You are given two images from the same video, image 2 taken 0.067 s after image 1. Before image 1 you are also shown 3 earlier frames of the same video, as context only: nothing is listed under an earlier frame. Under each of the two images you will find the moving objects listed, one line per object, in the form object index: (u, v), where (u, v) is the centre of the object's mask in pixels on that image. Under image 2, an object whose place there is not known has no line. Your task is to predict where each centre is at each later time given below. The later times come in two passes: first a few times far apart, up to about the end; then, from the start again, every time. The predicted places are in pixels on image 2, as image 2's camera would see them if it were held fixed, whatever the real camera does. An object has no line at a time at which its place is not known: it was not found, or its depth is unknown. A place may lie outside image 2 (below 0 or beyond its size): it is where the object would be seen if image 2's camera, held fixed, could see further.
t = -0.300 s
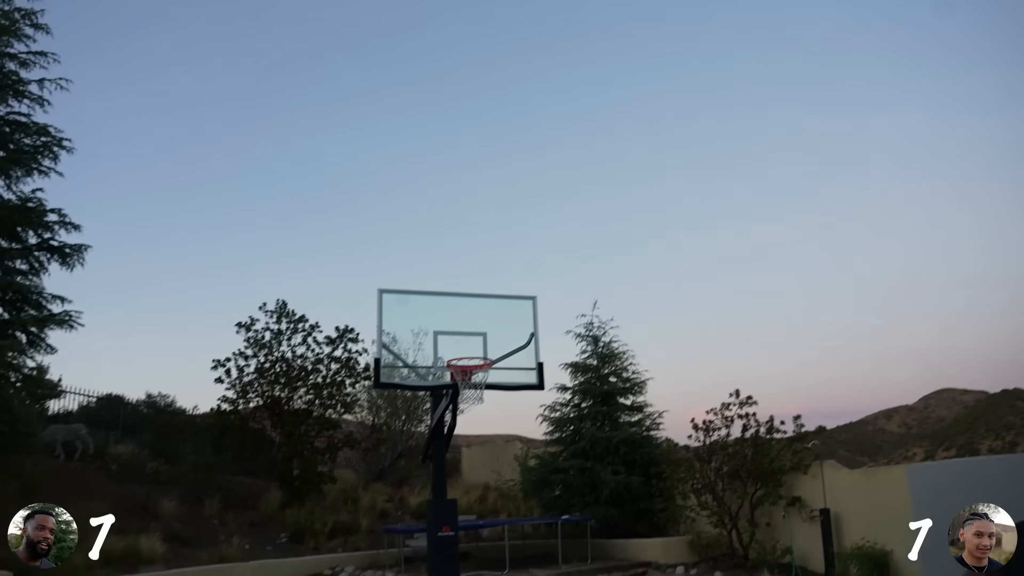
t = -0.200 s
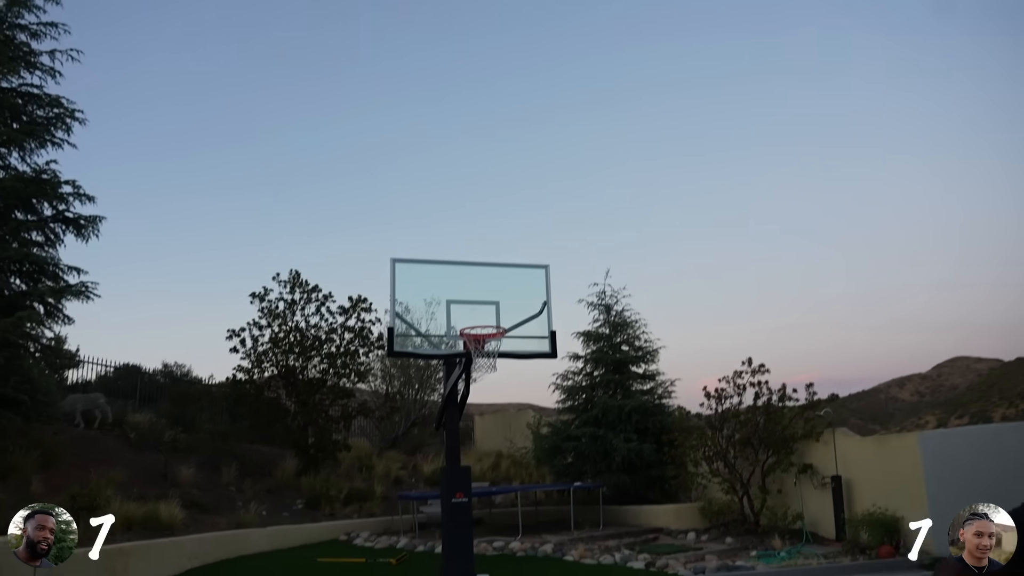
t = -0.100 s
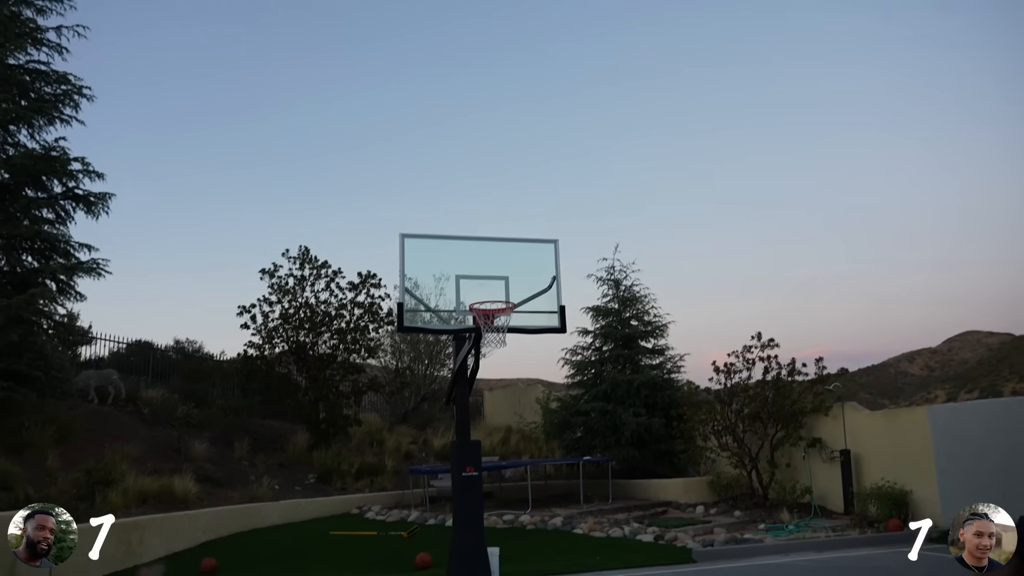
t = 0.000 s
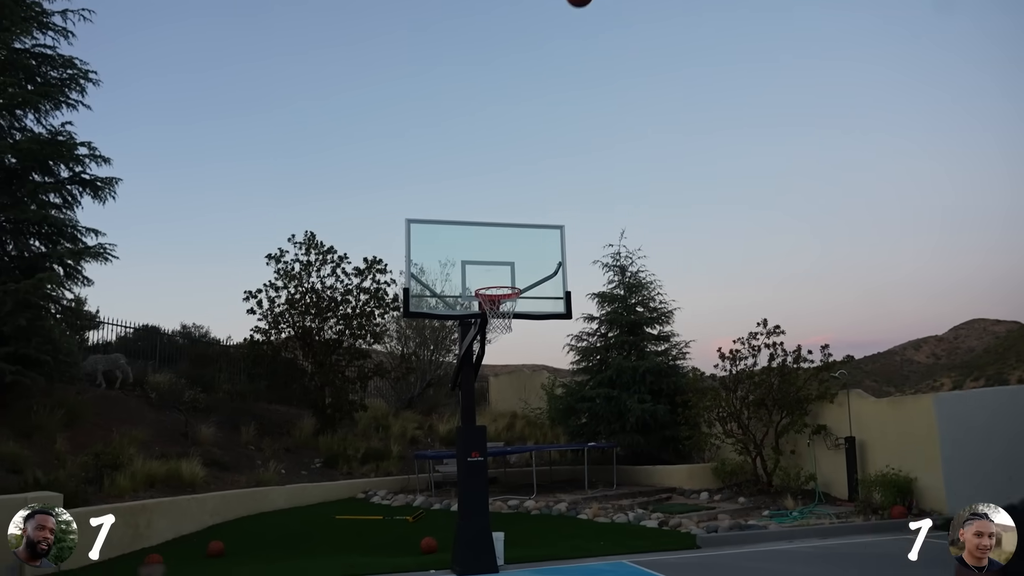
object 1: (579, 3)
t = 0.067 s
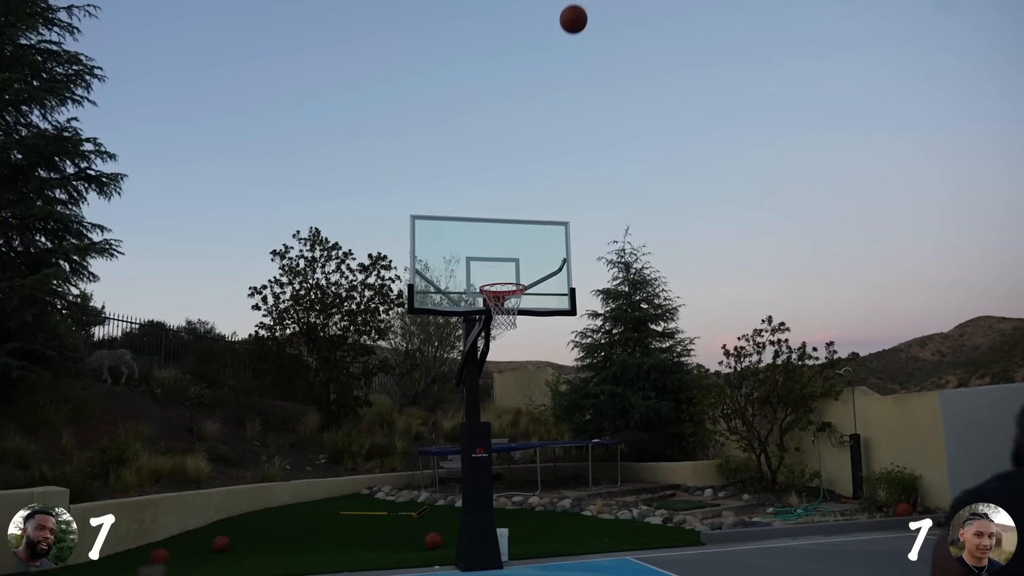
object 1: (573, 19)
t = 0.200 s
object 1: (555, 87)
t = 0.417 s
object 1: (534, 211)
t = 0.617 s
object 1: (527, 249)
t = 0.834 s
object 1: (538, 202)
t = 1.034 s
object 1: (555, 189)
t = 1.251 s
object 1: (577, 213)
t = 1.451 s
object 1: (602, 276)
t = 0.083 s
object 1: (571, 27)
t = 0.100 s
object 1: (569, 35)
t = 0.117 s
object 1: (566, 44)
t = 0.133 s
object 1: (564, 52)
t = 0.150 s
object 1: (562, 61)
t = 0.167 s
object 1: (560, 69)
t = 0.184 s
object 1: (557, 78)
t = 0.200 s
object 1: (555, 87)
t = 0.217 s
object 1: (553, 96)
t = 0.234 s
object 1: (552, 105)
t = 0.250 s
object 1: (550, 114)
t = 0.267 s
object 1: (548, 123)
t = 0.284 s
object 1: (546, 132)
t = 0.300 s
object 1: (545, 142)
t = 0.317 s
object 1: (543, 152)
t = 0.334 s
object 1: (541, 161)
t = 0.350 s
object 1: (540, 171)
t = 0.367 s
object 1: (538, 181)
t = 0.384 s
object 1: (537, 191)
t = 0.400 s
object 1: (535, 201)
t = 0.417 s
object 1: (534, 211)
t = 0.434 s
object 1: (532, 222)
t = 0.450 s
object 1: (531, 231)
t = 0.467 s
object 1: (530, 242)
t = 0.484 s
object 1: (529, 253)
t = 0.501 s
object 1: (527, 263)
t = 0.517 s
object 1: (526, 274)
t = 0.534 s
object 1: (525, 276)
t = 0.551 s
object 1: (525, 270)
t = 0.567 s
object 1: (526, 265)
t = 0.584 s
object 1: (526, 259)
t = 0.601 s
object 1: (526, 254)
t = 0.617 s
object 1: (527, 249)
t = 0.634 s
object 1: (527, 244)
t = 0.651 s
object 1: (527, 240)
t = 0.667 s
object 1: (527, 236)
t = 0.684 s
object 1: (528, 232)
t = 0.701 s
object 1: (528, 228)
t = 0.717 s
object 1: (529, 225)
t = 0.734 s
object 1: (530, 221)
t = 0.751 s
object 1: (531, 217)
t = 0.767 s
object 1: (533, 214)
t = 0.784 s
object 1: (534, 211)
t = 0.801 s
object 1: (535, 208)
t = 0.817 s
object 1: (537, 205)
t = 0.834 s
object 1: (538, 202)
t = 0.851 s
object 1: (539, 200)
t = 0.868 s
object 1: (540, 198)
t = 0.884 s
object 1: (542, 196)
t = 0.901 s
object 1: (543, 194)
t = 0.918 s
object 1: (545, 193)
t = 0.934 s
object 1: (546, 192)
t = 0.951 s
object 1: (548, 191)
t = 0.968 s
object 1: (549, 190)
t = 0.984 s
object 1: (551, 189)
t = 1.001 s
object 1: (552, 189)
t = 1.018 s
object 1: (554, 189)
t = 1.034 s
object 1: (555, 189)
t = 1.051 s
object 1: (557, 189)
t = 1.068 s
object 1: (558, 190)
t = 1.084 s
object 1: (560, 190)
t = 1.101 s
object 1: (561, 192)
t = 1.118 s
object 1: (563, 193)
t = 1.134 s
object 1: (565, 195)
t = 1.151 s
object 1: (566, 196)
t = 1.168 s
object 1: (568, 198)
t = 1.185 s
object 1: (570, 201)
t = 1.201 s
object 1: (572, 203)
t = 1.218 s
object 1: (573, 206)
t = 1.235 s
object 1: (575, 209)
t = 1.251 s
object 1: (577, 213)
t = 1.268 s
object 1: (579, 216)
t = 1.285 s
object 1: (581, 220)
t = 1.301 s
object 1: (583, 225)
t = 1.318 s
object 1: (585, 229)
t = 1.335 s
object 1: (587, 234)
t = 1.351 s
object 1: (589, 239)
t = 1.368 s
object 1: (591, 244)
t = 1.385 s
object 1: (593, 250)
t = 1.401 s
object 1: (595, 256)
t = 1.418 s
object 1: (597, 262)
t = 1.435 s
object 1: (600, 269)
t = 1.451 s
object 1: (602, 276)
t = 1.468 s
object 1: (604, 283)
